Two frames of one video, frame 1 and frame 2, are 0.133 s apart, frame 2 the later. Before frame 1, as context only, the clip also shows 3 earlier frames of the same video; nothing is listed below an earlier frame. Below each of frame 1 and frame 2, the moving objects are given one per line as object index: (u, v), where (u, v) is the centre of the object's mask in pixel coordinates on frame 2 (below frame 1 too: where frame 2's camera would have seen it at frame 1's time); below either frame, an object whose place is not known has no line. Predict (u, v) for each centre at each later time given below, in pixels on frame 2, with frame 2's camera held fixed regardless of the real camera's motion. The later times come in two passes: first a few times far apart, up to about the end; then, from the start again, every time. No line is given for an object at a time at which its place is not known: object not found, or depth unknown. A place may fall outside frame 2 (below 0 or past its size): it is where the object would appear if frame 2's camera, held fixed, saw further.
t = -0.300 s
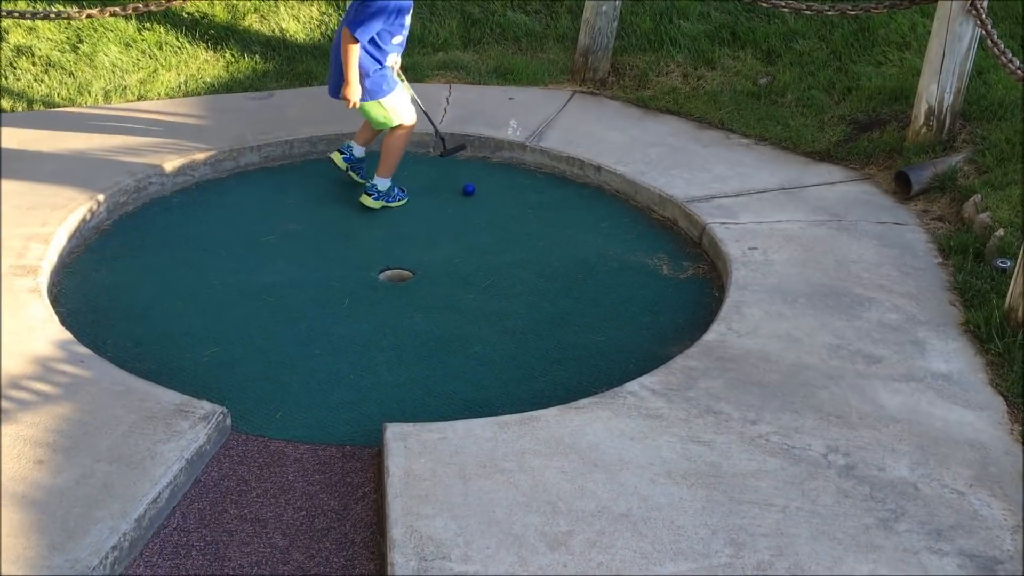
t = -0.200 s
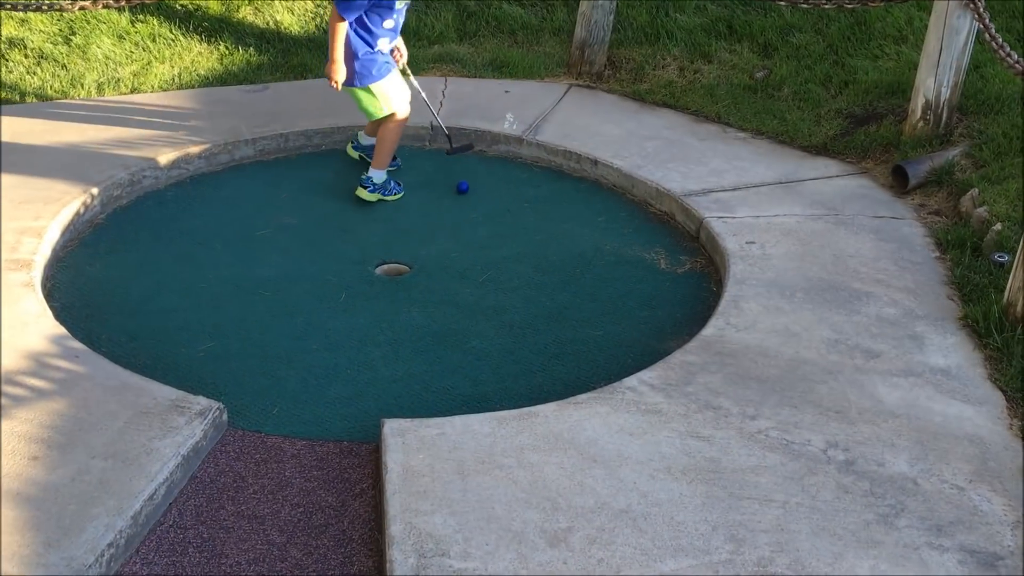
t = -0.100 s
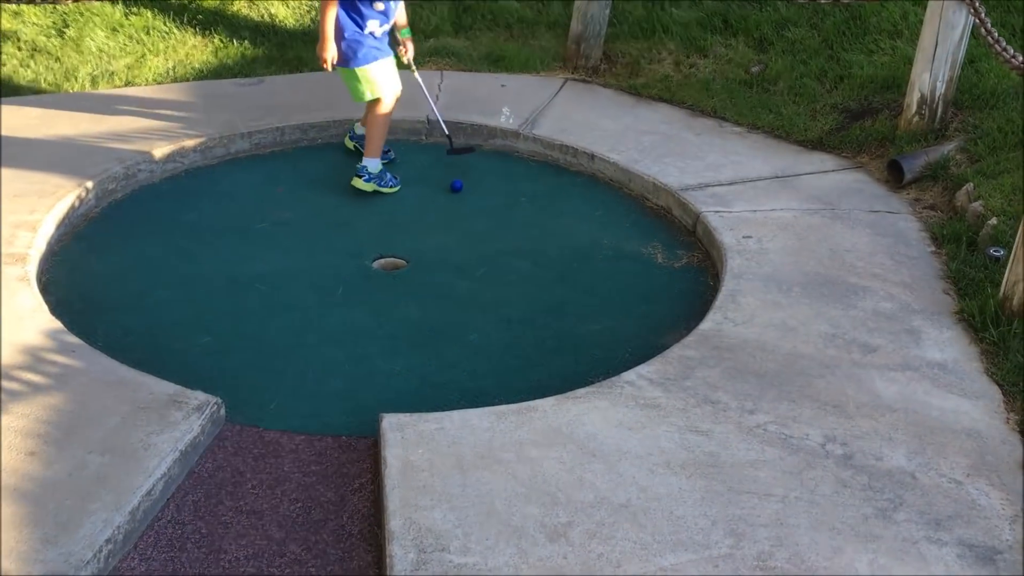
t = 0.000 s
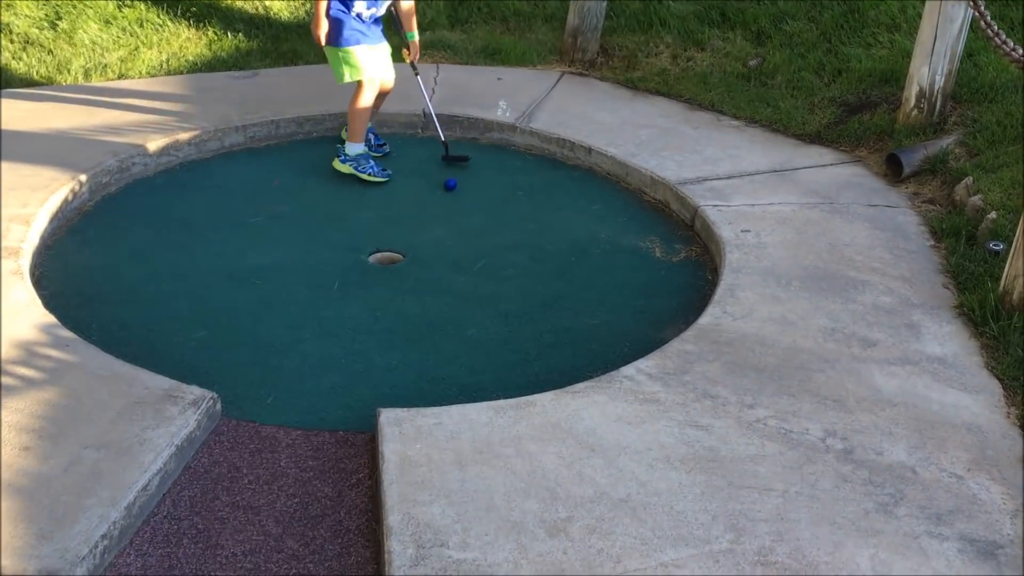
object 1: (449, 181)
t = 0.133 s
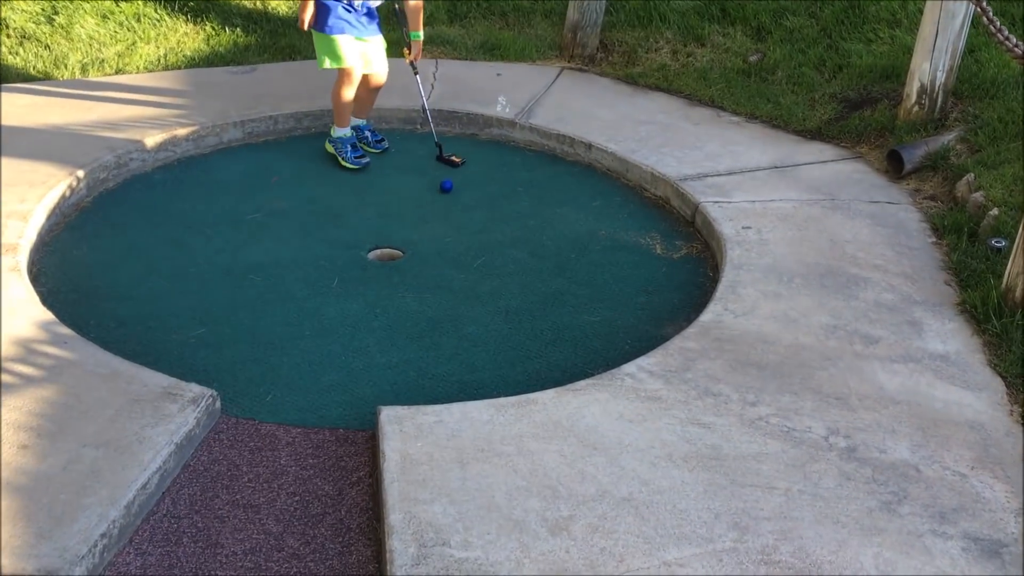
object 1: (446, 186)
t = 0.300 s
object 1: (441, 194)
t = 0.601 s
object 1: (432, 207)
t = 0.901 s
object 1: (424, 220)
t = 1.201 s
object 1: (417, 232)
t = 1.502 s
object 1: (406, 238)
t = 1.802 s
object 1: (394, 253)
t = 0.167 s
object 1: (445, 188)
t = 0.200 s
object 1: (444, 190)
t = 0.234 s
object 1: (443, 191)
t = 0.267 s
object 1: (442, 193)
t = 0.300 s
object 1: (441, 194)
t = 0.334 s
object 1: (440, 195)
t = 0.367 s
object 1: (439, 197)
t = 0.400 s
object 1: (438, 198)
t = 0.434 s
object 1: (438, 200)
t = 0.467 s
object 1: (437, 201)
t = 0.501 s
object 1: (435, 203)
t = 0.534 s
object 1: (435, 204)
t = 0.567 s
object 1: (433, 206)
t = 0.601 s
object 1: (432, 207)
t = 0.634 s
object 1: (431, 209)
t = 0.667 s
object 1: (430, 210)
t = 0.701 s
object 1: (430, 211)
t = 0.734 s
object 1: (429, 213)
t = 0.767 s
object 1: (428, 214)
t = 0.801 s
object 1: (427, 216)
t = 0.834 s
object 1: (426, 217)
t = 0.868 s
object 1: (426, 219)
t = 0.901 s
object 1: (424, 220)
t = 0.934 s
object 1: (424, 222)
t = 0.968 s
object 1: (423, 223)
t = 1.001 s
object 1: (422, 225)
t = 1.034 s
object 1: (421, 226)
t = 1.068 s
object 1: (421, 227)
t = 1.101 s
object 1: (420, 228)
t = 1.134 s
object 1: (419, 230)
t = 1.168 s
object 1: (418, 231)
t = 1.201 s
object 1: (417, 232)
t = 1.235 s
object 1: (415, 233)
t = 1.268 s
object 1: (414, 234)
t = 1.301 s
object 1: (413, 235)
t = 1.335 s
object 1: (412, 235)
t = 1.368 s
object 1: (410, 236)
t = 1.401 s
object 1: (409, 236)
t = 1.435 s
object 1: (408, 237)
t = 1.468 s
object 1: (406, 237)
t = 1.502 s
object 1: (406, 238)
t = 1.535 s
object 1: (405, 238)
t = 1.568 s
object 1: (404, 238)
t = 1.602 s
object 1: (403, 239)
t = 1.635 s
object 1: (402, 240)
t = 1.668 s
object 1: (401, 240)
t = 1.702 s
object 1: (400, 241)
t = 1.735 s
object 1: (398, 243)
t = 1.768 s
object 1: (396, 248)
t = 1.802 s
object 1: (394, 253)
